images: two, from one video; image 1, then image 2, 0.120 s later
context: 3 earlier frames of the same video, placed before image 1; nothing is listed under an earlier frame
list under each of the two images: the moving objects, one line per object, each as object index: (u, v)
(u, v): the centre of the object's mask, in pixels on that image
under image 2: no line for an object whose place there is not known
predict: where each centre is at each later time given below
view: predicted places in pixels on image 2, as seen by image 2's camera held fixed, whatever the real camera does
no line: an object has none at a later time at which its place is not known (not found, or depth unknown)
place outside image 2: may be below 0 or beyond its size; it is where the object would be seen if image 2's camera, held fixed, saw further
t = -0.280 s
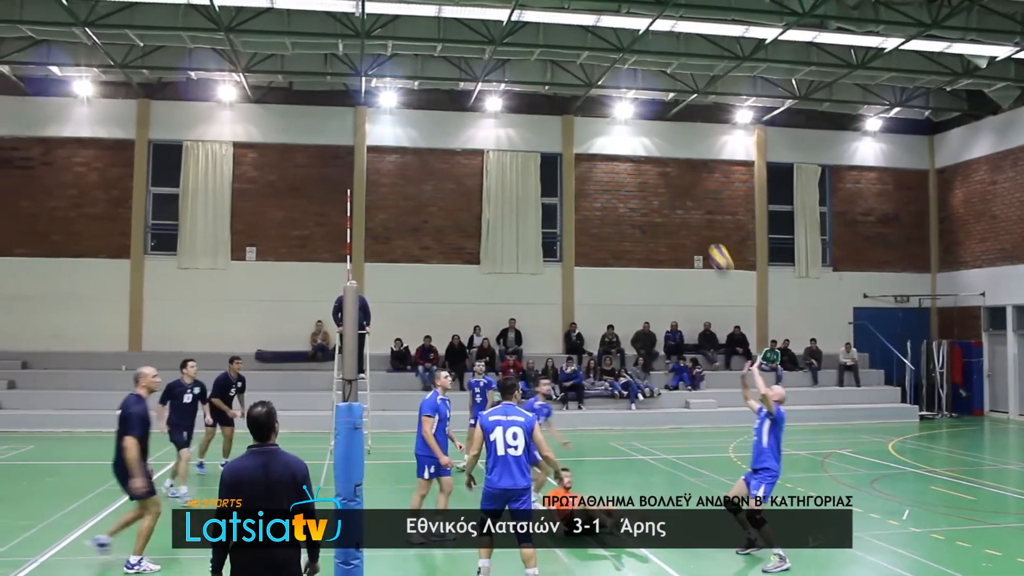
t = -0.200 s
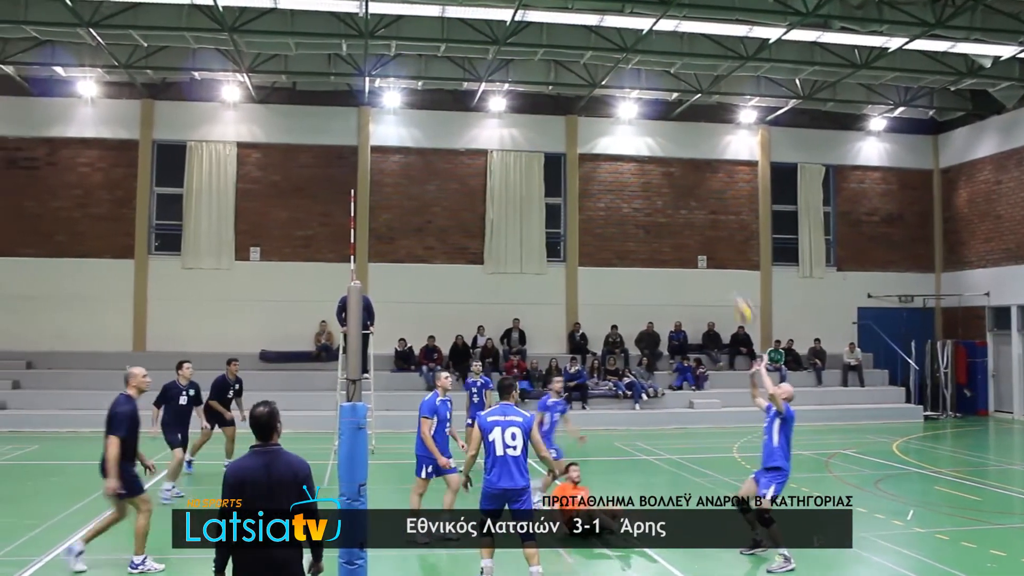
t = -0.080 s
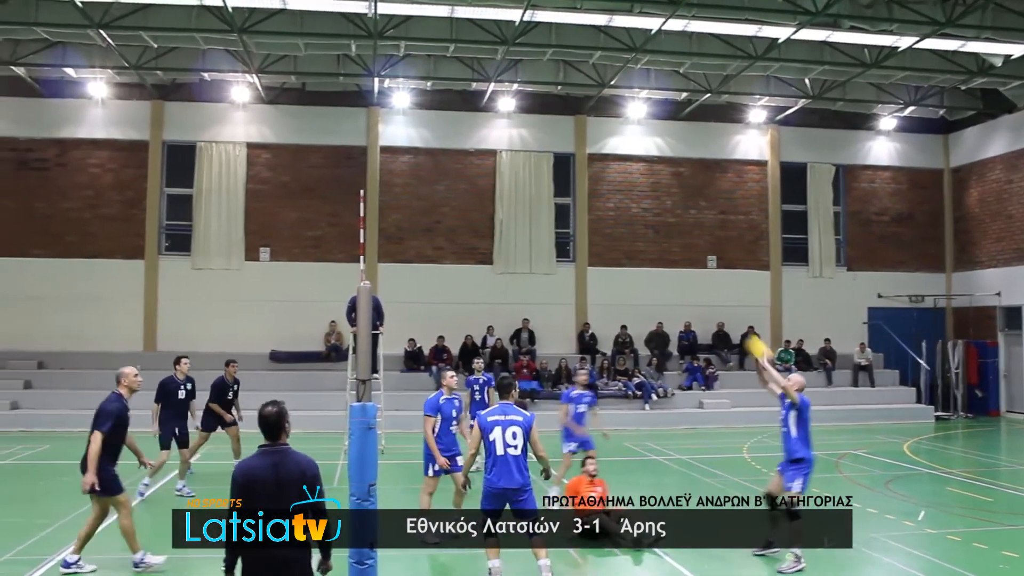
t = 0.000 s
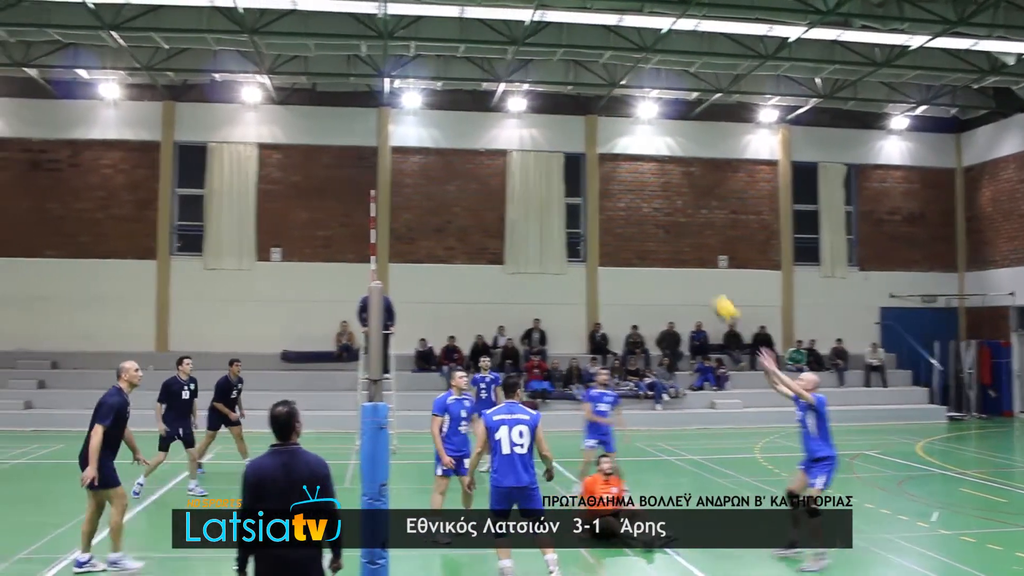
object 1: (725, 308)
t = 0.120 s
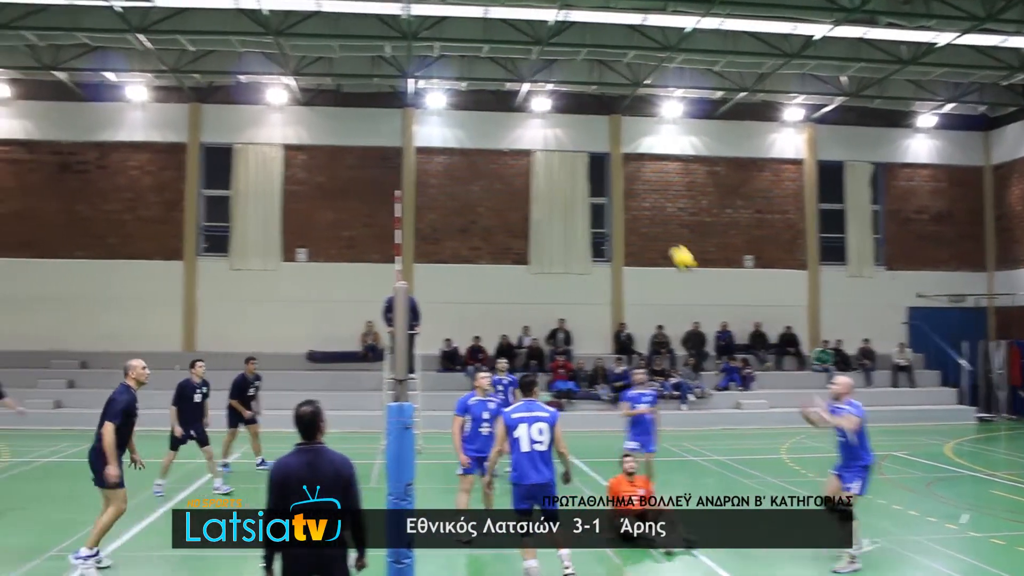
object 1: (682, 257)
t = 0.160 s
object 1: (660, 245)
